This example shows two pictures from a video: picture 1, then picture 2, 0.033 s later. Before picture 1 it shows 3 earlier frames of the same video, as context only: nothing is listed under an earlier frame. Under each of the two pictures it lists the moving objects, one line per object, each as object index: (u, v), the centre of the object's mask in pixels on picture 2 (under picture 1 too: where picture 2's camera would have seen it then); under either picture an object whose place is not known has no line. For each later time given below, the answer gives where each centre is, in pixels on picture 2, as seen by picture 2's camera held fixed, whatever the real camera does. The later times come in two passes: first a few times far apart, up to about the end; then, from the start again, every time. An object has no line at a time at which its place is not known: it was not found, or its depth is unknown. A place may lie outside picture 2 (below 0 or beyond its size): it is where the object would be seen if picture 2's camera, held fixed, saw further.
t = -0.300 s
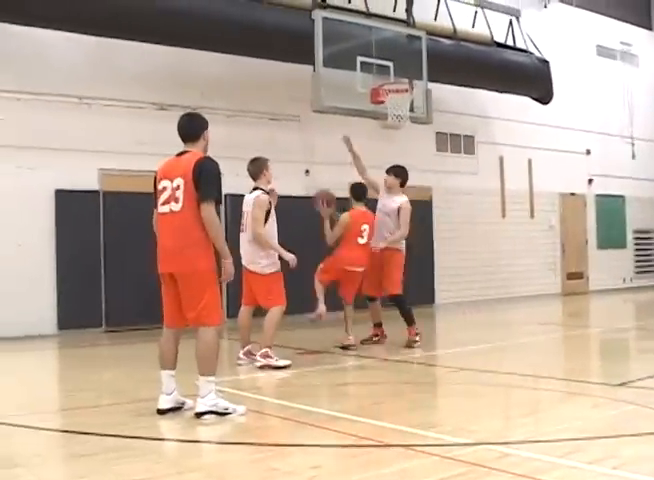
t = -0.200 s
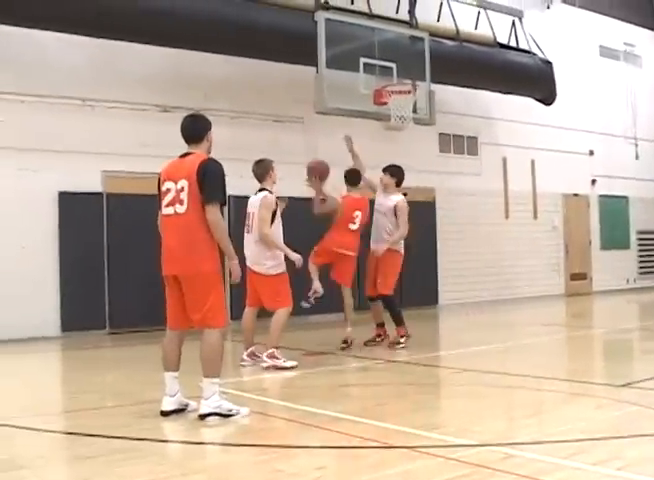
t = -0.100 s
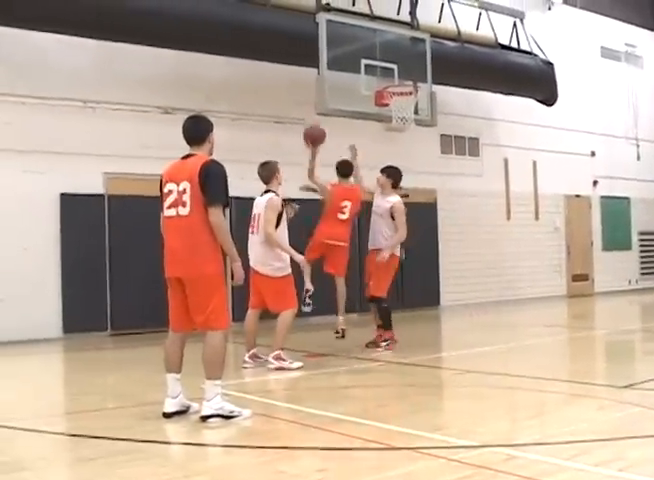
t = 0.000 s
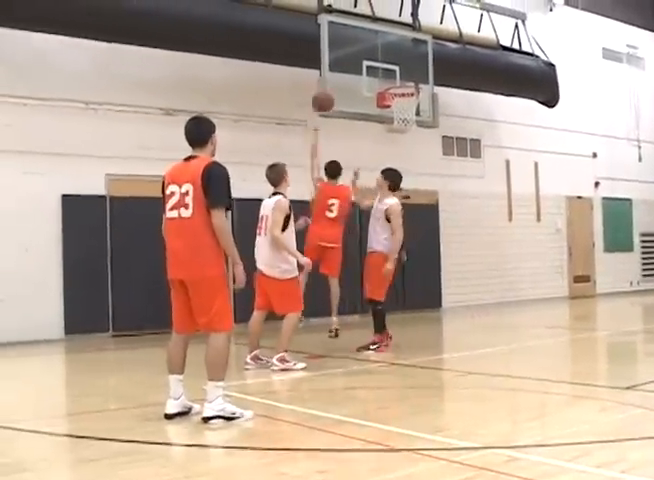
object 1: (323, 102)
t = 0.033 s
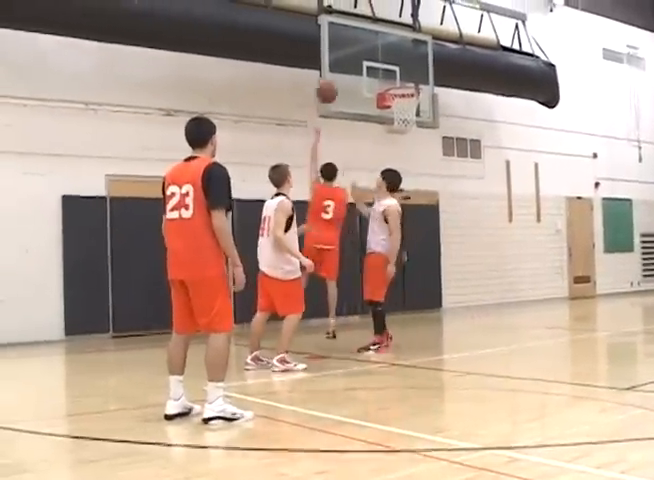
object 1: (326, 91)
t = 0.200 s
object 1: (344, 62)
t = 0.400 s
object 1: (365, 57)
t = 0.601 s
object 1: (387, 79)
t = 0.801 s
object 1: (416, 105)
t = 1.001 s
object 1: (420, 119)
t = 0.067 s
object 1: (330, 84)
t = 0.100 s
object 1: (334, 77)
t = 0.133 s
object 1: (338, 71)
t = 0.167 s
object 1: (343, 66)
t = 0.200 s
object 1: (344, 62)
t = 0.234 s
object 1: (348, 58)
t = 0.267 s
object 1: (350, 55)
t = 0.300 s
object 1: (352, 55)
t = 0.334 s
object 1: (358, 55)
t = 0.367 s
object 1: (364, 56)
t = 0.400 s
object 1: (365, 57)
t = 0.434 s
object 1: (367, 60)
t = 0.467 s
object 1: (370, 62)
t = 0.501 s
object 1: (377, 67)
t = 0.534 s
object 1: (377, 72)
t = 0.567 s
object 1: (381, 76)
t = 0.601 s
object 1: (387, 79)
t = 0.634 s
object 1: (391, 83)
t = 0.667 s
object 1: (397, 88)
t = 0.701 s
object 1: (402, 91)
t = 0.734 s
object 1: (407, 93)
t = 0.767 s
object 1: (411, 100)
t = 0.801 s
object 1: (416, 105)
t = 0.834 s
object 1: (418, 107)
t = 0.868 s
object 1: (419, 108)
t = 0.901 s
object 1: (419, 111)
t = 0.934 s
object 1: (420, 113)
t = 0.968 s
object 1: (420, 116)
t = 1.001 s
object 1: (420, 119)
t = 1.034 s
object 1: (421, 123)
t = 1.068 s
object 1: (421, 132)
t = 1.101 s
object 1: (422, 137)
